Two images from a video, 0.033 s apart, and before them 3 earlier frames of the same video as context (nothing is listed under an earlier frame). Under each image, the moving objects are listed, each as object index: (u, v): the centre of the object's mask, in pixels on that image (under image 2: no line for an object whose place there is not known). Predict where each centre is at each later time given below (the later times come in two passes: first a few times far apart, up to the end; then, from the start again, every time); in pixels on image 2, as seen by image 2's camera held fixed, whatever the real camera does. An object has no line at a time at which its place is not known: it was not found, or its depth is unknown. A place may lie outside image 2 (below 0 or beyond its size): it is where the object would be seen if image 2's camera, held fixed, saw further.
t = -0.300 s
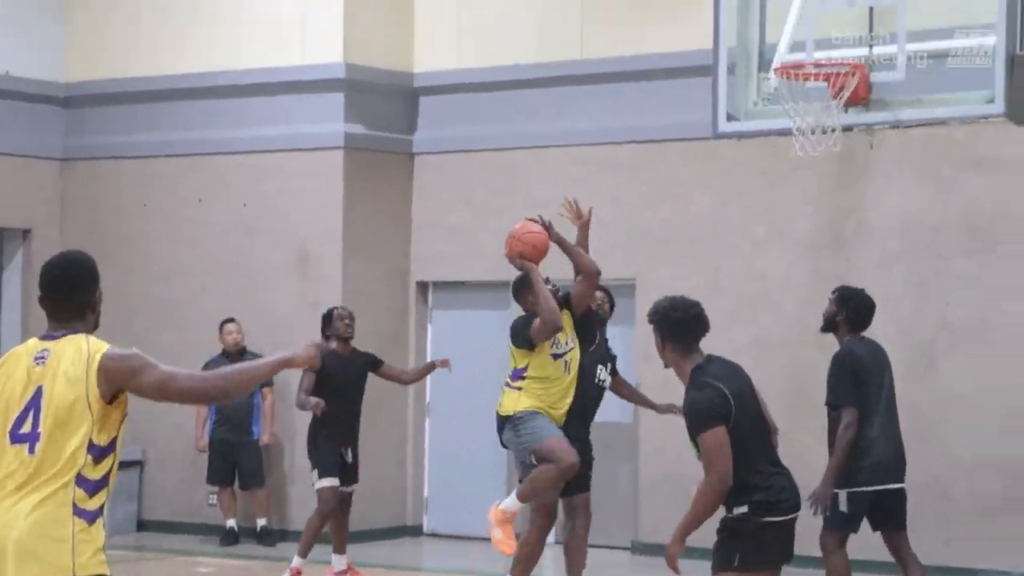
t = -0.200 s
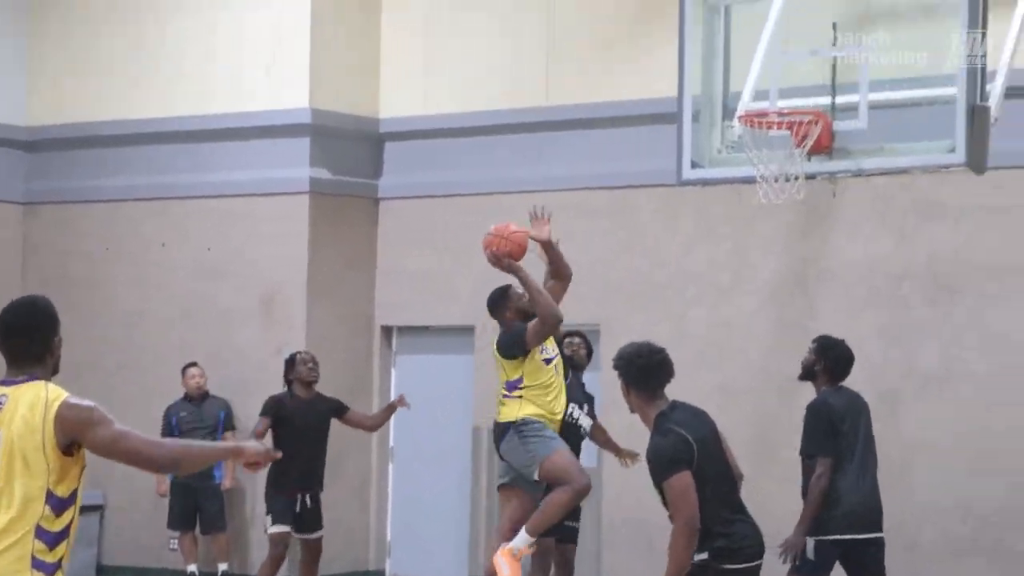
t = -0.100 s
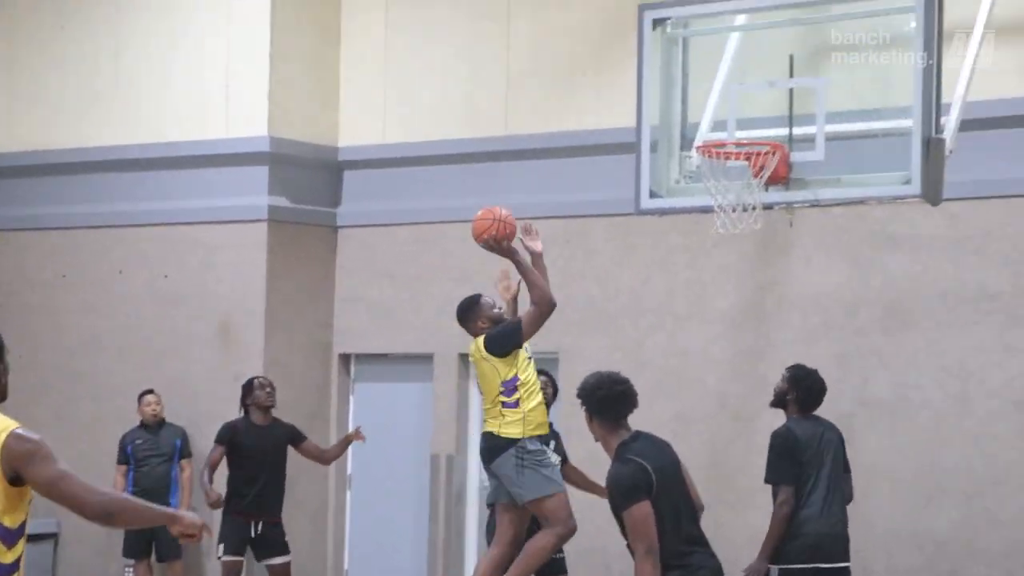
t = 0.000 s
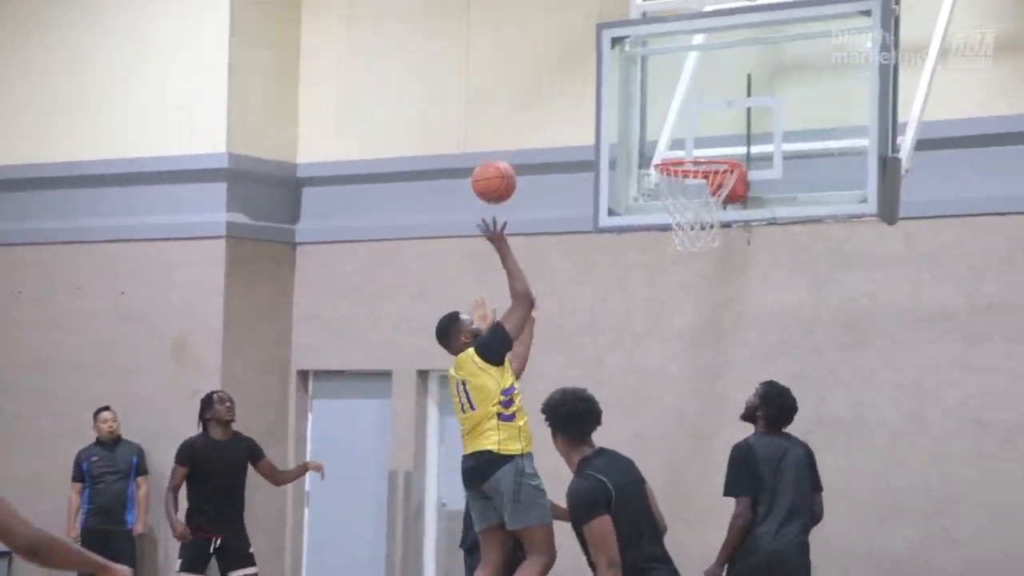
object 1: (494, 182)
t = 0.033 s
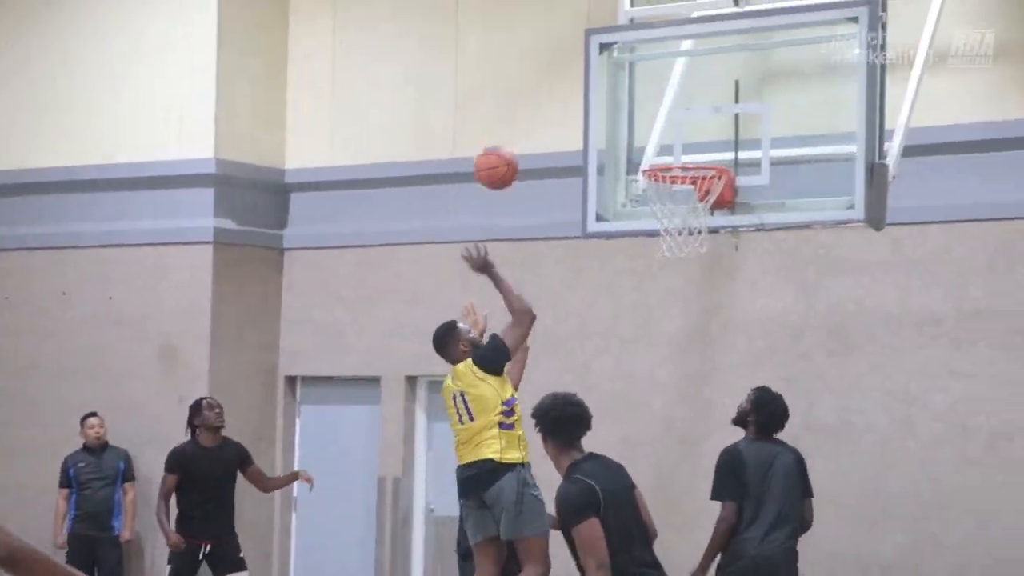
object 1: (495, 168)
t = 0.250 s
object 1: (591, 91)
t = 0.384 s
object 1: (647, 86)
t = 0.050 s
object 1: (504, 159)
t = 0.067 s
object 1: (511, 150)
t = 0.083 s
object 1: (519, 142)
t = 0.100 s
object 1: (526, 135)
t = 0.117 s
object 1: (533, 128)
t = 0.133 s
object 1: (541, 121)
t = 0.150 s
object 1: (548, 116)
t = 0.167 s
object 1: (555, 110)
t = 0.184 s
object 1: (562, 106)
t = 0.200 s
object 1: (570, 101)
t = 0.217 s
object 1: (577, 97)
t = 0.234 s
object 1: (584, 93)
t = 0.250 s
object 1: (591, 91)
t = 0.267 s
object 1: (599, 88)
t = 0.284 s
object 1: (606, 86)
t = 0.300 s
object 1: (613, 85)
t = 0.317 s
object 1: (619, 84)
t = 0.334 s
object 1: (627, 83)
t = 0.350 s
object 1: (634, 84)
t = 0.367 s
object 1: (640, 85)
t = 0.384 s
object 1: (647, 86)
